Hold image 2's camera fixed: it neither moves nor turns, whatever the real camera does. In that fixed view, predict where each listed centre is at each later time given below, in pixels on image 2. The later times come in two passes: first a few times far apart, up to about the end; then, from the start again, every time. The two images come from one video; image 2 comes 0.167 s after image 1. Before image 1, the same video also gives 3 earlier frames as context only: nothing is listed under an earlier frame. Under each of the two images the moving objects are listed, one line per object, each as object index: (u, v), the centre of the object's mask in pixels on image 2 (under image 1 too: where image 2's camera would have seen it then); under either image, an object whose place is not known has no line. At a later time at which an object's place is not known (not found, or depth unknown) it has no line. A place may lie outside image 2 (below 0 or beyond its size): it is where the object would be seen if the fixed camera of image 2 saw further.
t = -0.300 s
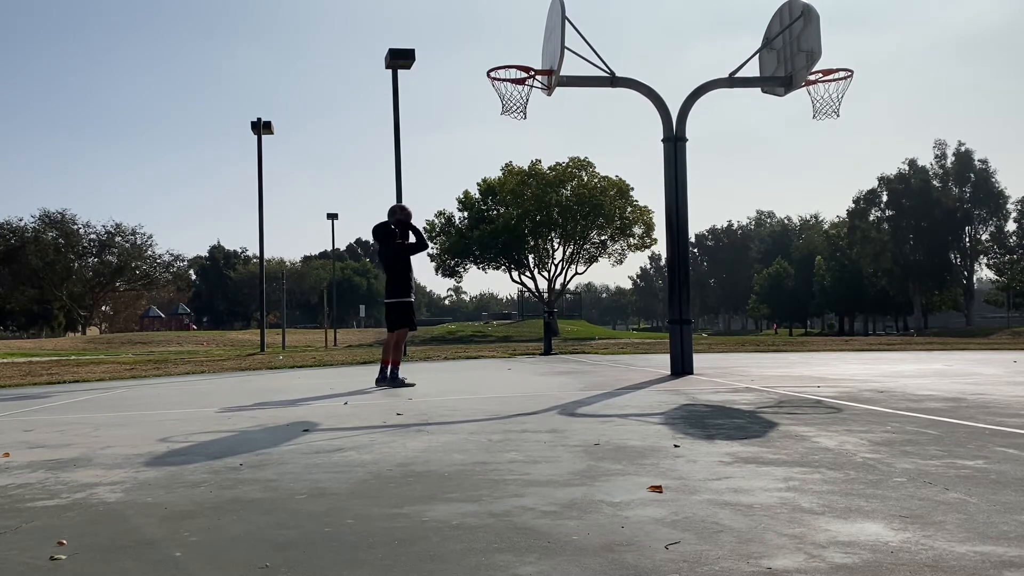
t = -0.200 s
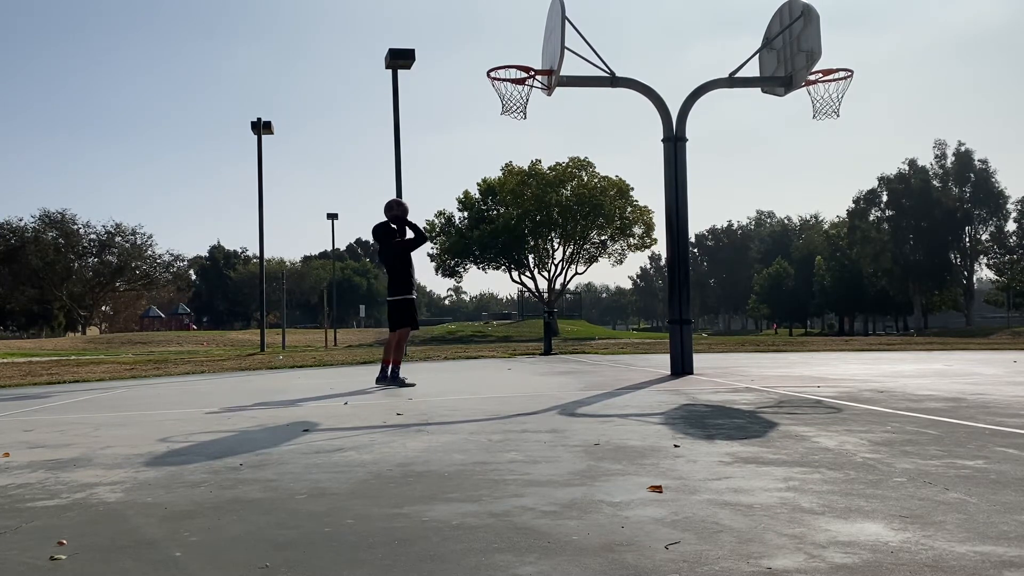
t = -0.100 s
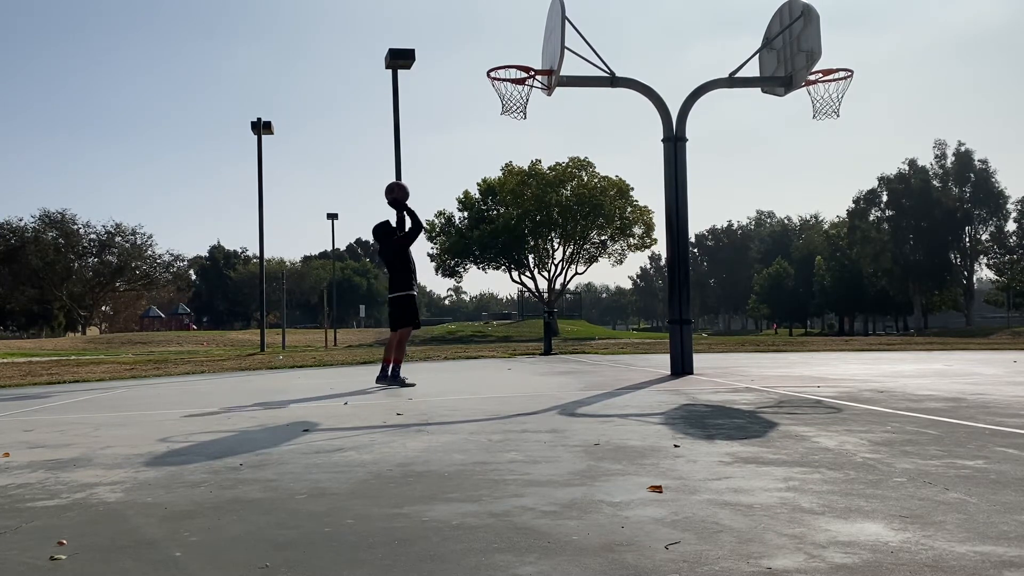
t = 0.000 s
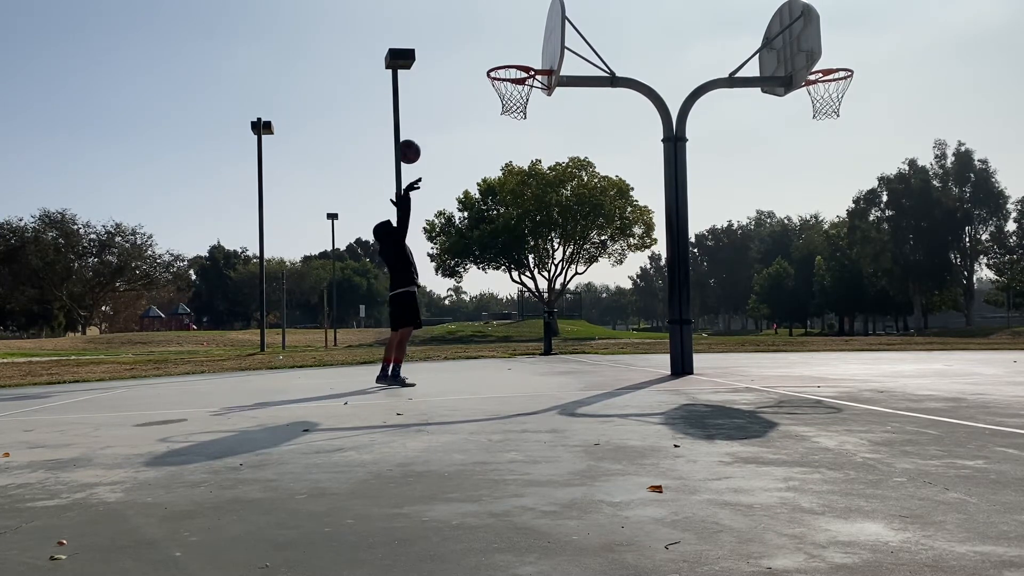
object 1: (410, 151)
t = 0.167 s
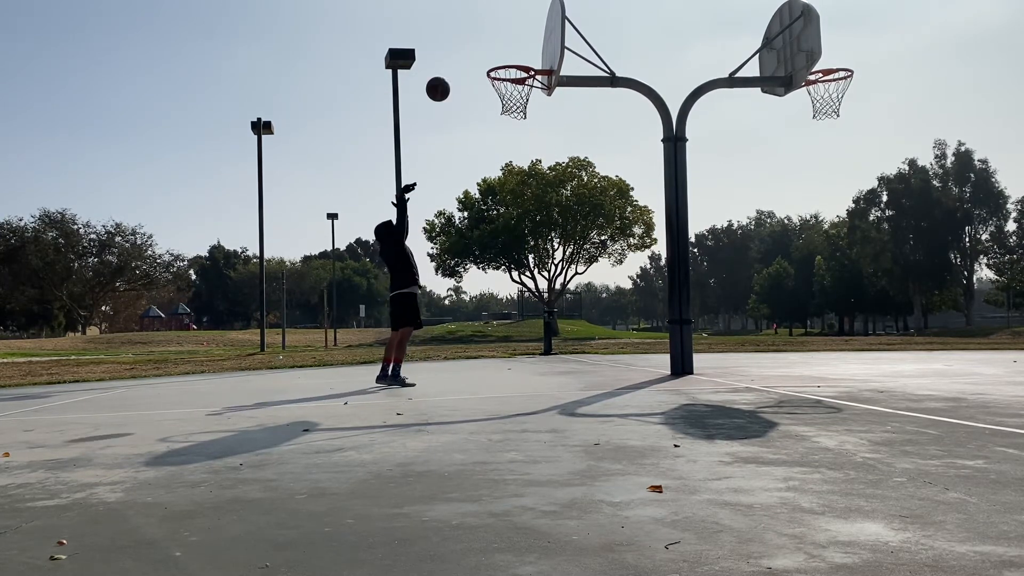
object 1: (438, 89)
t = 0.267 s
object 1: (455, 65)
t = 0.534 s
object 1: (503, 49)
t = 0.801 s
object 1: (498, 60)
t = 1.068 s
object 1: (483, 46)
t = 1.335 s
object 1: (459, 80)
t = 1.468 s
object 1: (440, 115)
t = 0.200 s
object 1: (444, 80)
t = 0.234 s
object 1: (449, 72)
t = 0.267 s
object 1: (455, 65)
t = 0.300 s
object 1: (461, 59)
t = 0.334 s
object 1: (467, 54)
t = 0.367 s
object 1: (473, 51)
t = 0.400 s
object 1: (479, 48)
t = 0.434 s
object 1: (485, 47)
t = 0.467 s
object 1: (491, 46)
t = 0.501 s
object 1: (497, 47)
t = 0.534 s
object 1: (503, 49)
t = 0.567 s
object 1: (509, 52)
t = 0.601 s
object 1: (515, 55)
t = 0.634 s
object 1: (521, 60)
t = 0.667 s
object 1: (526, 66)
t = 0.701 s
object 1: (519, 63)
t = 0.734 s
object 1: (512, 61)
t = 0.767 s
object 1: (505, 60)
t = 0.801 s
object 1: (498, 60)
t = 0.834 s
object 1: (494, 58)
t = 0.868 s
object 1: (492, 54)
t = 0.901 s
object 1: (491, 50)
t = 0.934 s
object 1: (489, 47)
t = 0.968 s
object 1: (488, 45)
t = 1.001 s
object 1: (486, 44)
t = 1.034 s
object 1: (485, 45)
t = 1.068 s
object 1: (483, 46)
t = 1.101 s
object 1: (482, 49)
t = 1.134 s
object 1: (481, 53)
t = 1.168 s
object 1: (480, 58)
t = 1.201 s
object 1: (478, 63)
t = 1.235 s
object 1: (473, 66)
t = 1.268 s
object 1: (468, 69)
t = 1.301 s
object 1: (464, 74)
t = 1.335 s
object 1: (459, 80)
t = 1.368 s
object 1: (454, 87)
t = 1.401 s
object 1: (449, 95)
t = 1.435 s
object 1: (444, 104)
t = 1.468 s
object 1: (440, 115)
